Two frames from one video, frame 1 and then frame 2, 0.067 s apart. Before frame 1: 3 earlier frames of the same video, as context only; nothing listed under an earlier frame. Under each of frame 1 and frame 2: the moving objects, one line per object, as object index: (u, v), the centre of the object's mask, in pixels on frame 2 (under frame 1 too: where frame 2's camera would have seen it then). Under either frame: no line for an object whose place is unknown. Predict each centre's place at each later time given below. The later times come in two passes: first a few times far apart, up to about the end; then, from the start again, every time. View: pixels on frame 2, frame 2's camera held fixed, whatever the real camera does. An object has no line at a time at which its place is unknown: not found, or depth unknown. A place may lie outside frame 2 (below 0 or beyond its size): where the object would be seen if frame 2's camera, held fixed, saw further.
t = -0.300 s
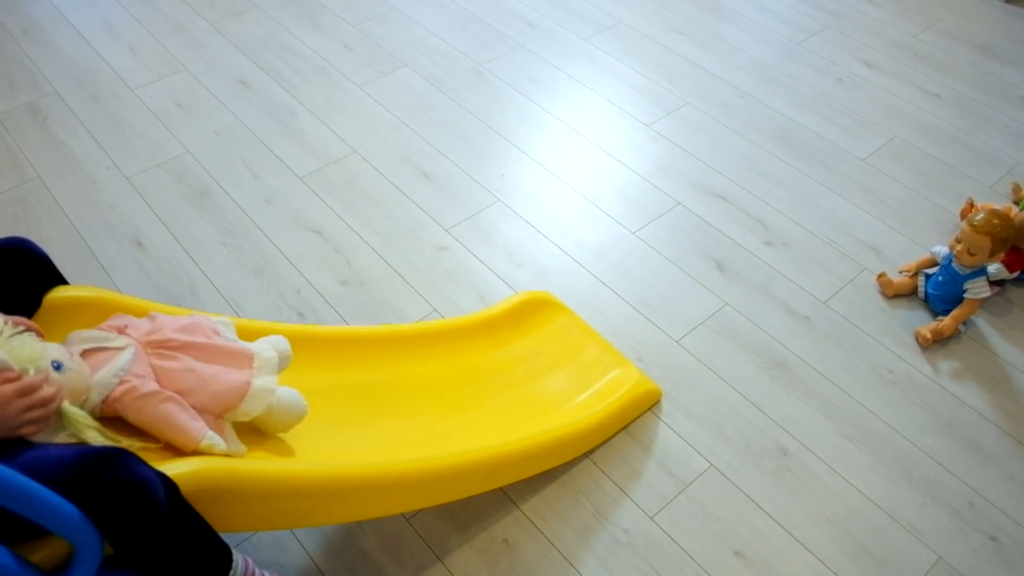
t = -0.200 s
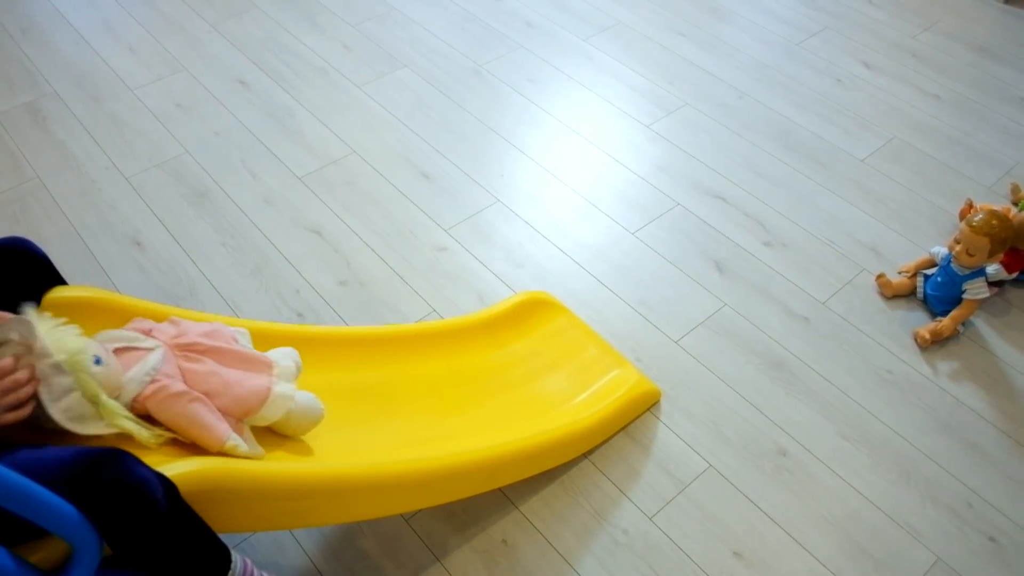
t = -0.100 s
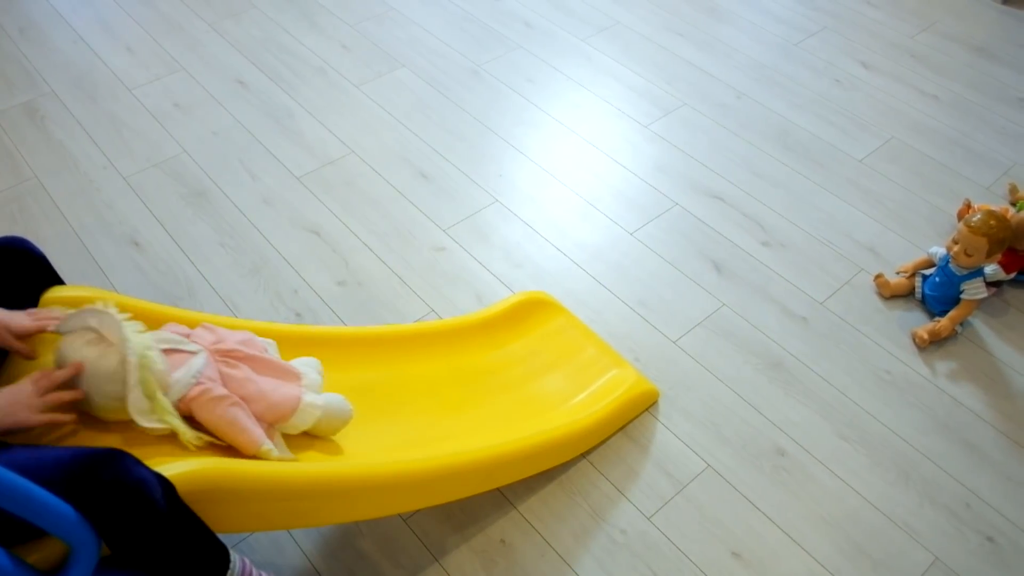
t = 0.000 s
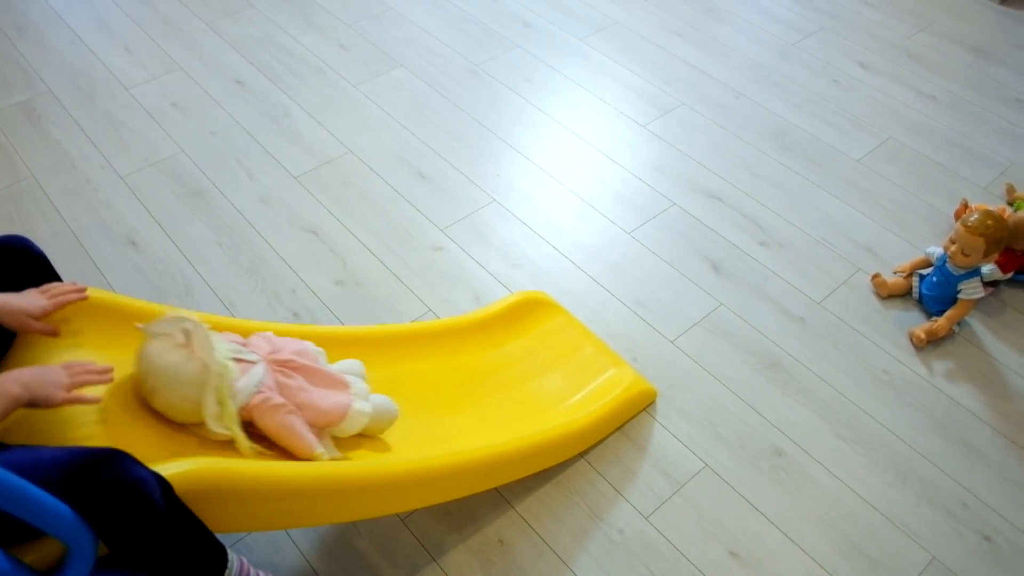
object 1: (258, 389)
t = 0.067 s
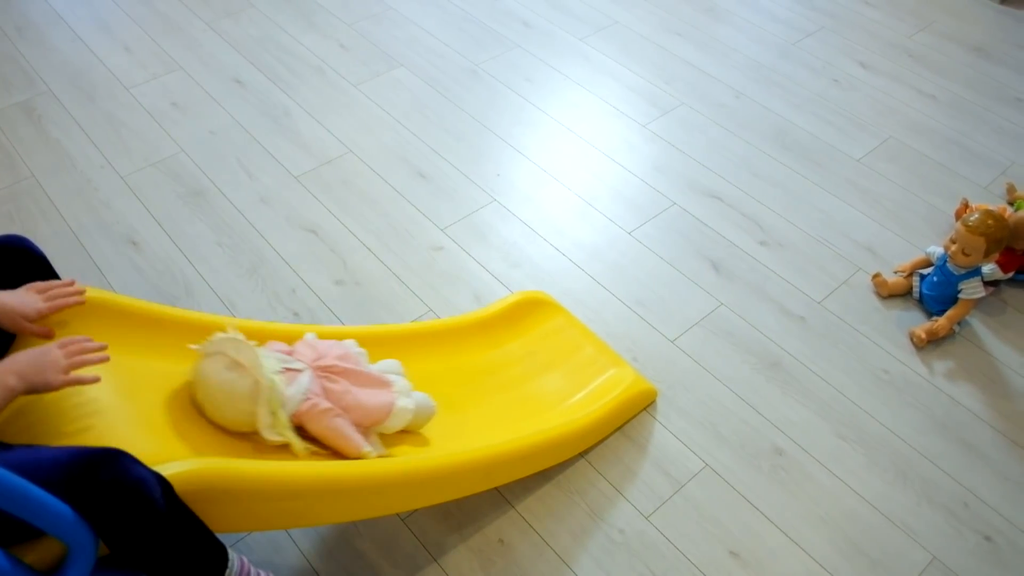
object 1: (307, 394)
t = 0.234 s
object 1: (438, 385)
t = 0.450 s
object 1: (579, 342)
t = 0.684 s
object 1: (676, 286)
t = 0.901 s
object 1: (713, 260)
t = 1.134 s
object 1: (720, 254)
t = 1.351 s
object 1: (720, 254)
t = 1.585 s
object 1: (720, 254)
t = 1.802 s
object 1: (720, 254)
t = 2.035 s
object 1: (720, 254)
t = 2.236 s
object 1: (720, 254)
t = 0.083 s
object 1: (319, 393)
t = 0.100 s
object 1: (332, 394)
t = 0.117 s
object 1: (346, 393)
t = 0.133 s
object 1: (359, 393)
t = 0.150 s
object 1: (371, 393)
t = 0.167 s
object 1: (385, 392)
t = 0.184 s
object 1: (398, 390)
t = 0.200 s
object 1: (411, 389)
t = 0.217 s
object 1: (425, 387)
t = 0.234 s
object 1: (438, 385)
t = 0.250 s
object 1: (451, 383)
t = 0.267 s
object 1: (464, 380)
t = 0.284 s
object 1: (477, 378)
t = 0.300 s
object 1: (488, 375)
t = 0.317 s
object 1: (500, 372)
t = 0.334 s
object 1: (512, 369)
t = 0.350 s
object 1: (523, 365)
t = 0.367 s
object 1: (535, 361)
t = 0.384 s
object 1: (545, 357)
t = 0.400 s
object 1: (554, 353)
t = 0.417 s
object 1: (564, 349)
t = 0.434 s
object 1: (571, 346)
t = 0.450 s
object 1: (579, 342)
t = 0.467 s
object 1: (588, 338)
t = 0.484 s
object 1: (595, 334)
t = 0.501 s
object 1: (604, 329)
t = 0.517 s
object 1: (613, 325)
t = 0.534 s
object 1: (622, 320)
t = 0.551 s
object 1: (630, 315)
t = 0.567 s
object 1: (640, 311)
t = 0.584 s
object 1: (648, 308)
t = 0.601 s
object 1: (653, 304)
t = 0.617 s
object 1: (657, 299)
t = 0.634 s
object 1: (662, 295)
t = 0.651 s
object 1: (667, 292)
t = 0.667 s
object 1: (672, 289)
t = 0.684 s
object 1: (676, 286)
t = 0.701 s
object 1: (680, 284)
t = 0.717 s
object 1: (683, 282)
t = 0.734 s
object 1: (687, 280)
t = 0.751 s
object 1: (690, 277)
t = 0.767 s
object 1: (694, 275)
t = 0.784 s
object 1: (697, 272)
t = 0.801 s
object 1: (700, 270)
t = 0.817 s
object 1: (703, 267)
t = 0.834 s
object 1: (705, 266)
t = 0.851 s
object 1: (707, 264)
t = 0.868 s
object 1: (709, 262)
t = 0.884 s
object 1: (711, 261)
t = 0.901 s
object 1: (713, 260)
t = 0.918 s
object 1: (714, 259)
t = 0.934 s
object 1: (716, 258)
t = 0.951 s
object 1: (717, 257)
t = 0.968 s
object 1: (718, 256)
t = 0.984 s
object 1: (719, 255)
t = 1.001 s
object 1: (719, 255)
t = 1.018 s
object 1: (720, 254)
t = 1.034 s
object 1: (720, 254)
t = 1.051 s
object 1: (721, 254)
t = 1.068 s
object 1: (721, 254)
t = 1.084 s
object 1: (721, 254)
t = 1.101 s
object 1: (721, 254)
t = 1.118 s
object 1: (720, 254)
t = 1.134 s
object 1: (720, 254)
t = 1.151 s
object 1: (720, 254)
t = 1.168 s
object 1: (720, 254)
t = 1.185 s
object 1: (720, 254)
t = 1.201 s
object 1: (720, 254)
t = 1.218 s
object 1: (720, 254)
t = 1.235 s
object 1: (720, 254)
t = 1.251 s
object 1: (720, 254)
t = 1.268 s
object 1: (720, 254)
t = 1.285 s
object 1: (720, 254)
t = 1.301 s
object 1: (720, 254)
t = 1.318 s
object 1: (720, 254)
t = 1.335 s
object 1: (720, 254)
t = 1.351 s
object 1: (720, 254)
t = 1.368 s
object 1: (720, 254)
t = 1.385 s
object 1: (720, 254)
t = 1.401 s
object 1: (720, 254)
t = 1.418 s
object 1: (720, 254)
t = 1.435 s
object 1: (720, 254)
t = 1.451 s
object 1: (720, 254)
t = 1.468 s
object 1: (720, 254)
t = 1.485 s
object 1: (721, 254)
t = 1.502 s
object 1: (720, 254)
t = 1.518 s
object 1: (720, 254)
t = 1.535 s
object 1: (720, 254)
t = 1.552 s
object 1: (720, 254)
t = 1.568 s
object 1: (720, 254)
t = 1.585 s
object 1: (720, 254)
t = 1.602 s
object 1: (721, 254)
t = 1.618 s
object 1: (721, 254)
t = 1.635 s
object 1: (721, 254)
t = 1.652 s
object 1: (721, 254)
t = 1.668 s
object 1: (721, 254)
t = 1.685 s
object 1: (721, 254)
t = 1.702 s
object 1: (721, 254)
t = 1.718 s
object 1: (720, 254)
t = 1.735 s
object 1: (720, 254)
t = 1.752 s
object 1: (721, 254)
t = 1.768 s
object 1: (720, 254)
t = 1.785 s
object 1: (720, 254)
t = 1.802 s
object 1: (720, 254)
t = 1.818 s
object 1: (721, 254)
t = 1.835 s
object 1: (721, 254)
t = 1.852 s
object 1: (720, 254)
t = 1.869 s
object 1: (720, 254)
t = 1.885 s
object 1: (720, 254)
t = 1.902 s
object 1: (720, 254)
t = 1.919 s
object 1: (720, 254)
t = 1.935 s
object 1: (720, 254)
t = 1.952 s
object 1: (720, 254)
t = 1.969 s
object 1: (720, 254)
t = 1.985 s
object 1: (720, 254)
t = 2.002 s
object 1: (720, 254)
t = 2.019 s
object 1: (720, 254)
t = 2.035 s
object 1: (720, 254)
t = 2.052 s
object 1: (720, 254)
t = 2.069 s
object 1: (720, 254)
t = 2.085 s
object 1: (720, 254)
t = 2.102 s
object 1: (720, 254)
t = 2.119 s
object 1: (720, 254)
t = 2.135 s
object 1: (720, 254)
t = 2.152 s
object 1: (720, 254)
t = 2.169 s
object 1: (720, 254)
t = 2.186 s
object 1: (720, 254)
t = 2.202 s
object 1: (720, 254)
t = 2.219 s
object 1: (720, 254)
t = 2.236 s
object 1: (720, 254)
